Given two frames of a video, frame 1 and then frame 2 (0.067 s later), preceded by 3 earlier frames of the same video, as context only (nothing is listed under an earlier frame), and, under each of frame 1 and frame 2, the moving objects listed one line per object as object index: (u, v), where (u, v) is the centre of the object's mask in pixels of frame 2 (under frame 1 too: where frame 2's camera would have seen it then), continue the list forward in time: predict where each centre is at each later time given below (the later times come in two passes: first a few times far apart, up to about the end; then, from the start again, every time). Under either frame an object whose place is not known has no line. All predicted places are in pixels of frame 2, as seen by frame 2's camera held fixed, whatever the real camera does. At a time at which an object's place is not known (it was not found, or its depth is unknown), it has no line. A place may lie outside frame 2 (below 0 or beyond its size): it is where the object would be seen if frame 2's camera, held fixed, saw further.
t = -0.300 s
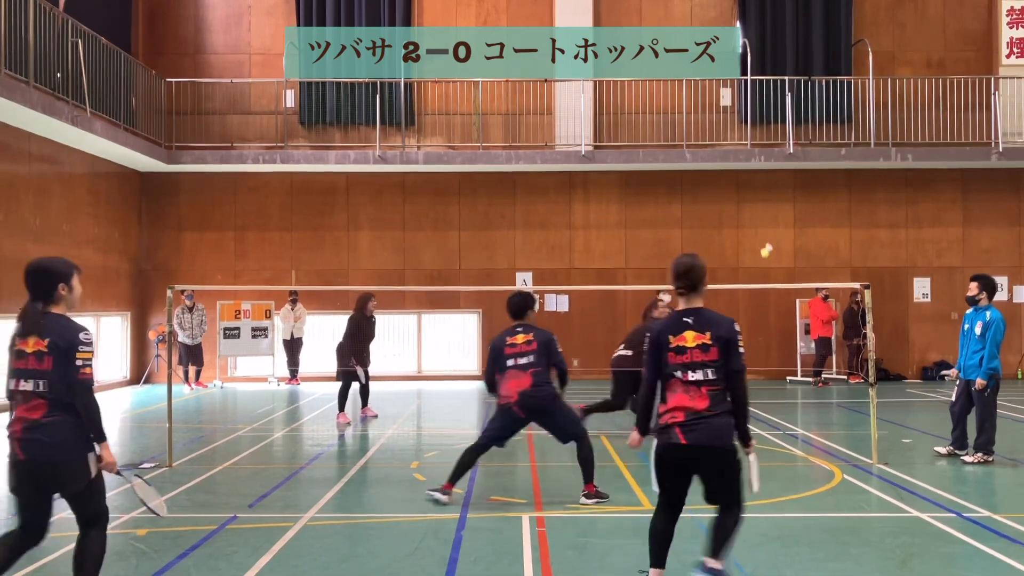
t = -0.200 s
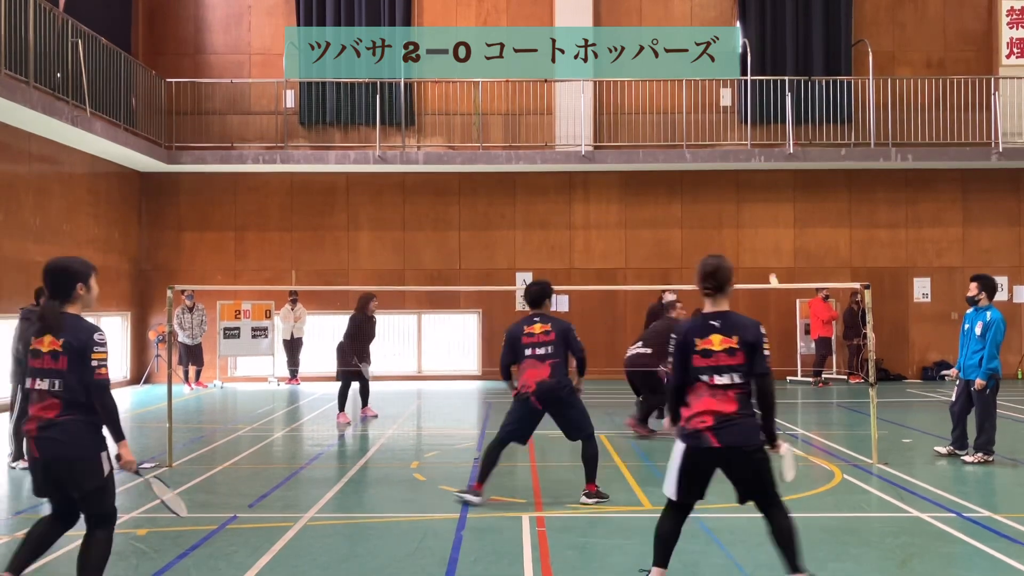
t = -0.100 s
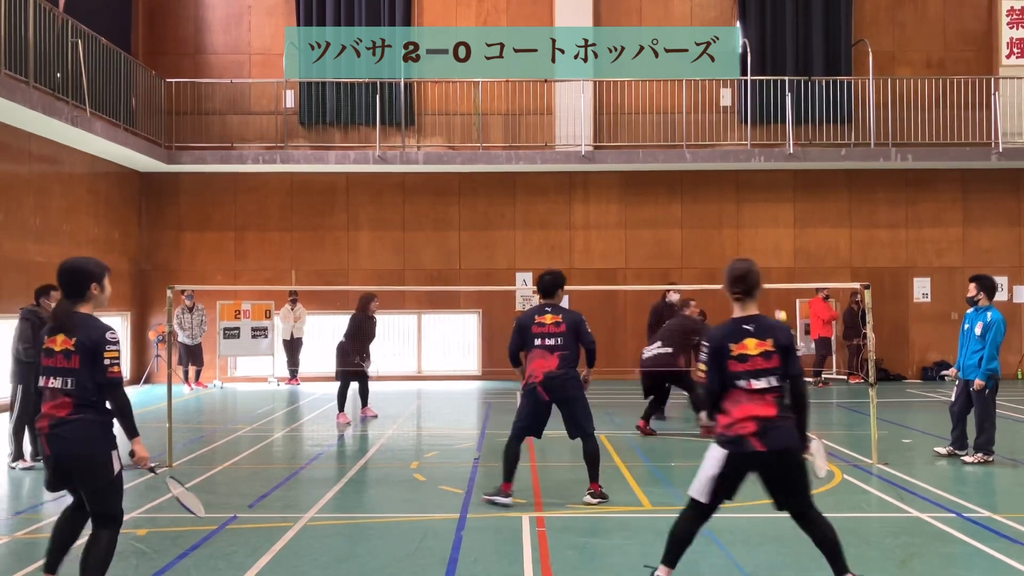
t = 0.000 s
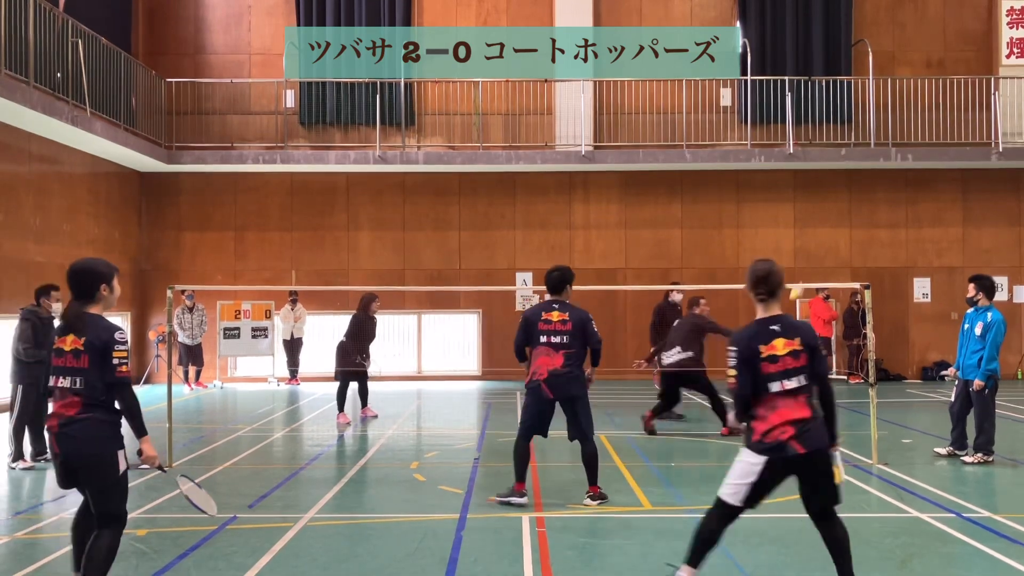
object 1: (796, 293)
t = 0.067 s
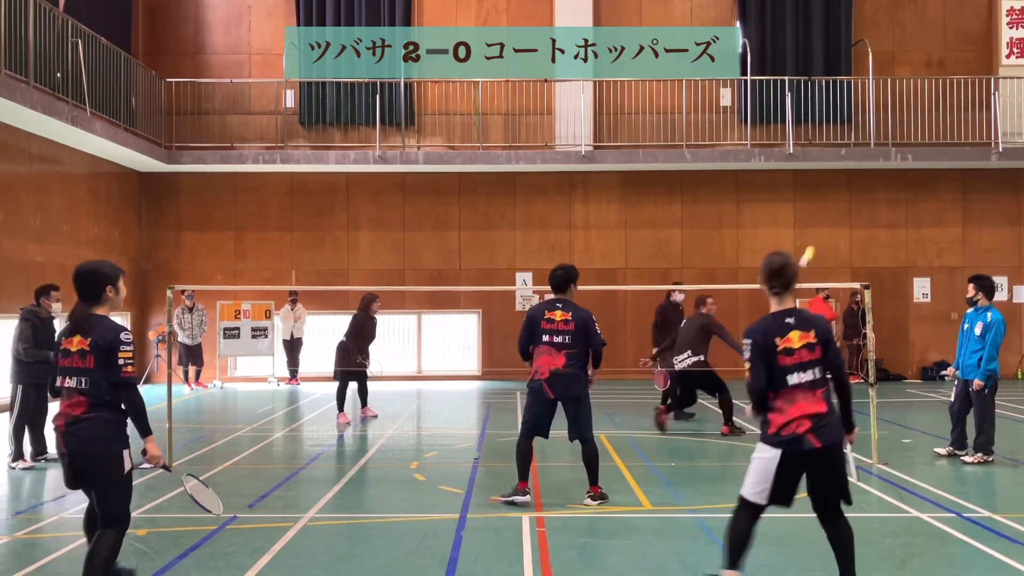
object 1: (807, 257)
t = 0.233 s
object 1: (842, 190)
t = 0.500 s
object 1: (895, 183)
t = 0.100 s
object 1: (813, 241)
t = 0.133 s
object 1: (820, 226)
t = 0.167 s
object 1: (827, 213)
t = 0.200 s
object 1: (834, 202)
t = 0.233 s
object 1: (842, 190)
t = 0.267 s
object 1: (848, 183)
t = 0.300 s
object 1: (854, 178)
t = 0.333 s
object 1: (860, 174)
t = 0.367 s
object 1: (865, 173)
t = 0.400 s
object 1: (871, 174)
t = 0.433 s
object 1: (881, 174)
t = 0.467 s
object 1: (888, 178)
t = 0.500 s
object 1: (895, 183)
